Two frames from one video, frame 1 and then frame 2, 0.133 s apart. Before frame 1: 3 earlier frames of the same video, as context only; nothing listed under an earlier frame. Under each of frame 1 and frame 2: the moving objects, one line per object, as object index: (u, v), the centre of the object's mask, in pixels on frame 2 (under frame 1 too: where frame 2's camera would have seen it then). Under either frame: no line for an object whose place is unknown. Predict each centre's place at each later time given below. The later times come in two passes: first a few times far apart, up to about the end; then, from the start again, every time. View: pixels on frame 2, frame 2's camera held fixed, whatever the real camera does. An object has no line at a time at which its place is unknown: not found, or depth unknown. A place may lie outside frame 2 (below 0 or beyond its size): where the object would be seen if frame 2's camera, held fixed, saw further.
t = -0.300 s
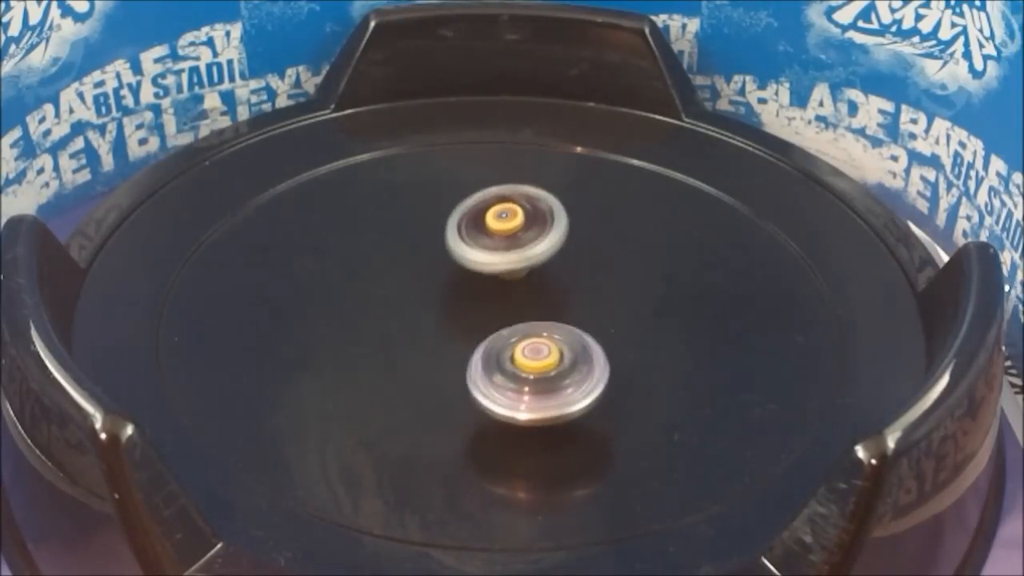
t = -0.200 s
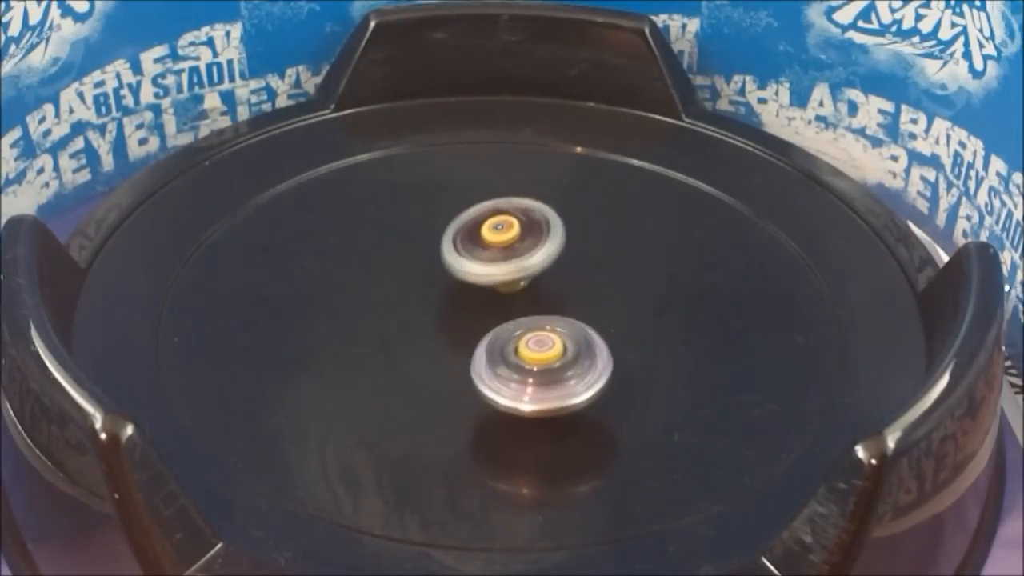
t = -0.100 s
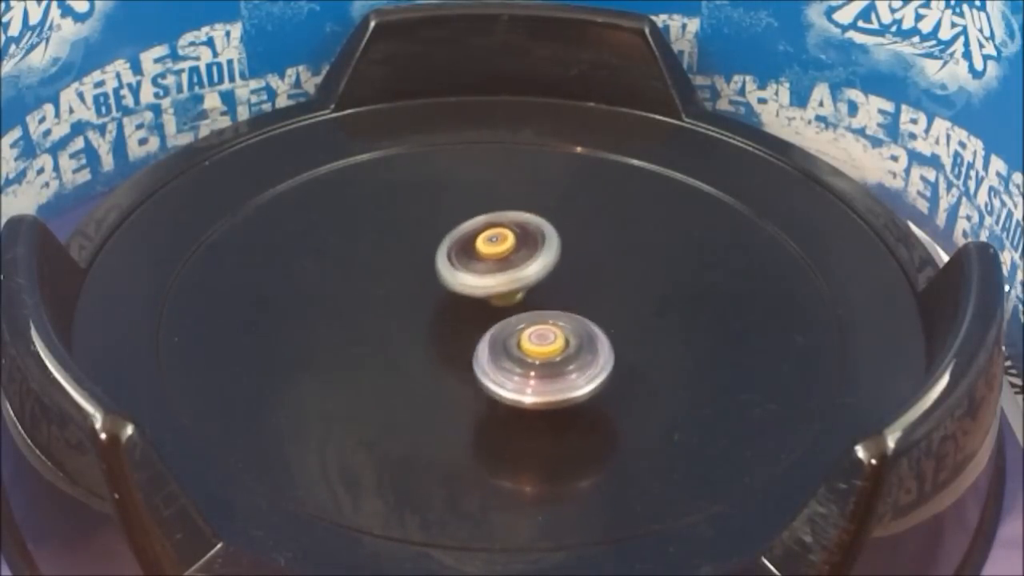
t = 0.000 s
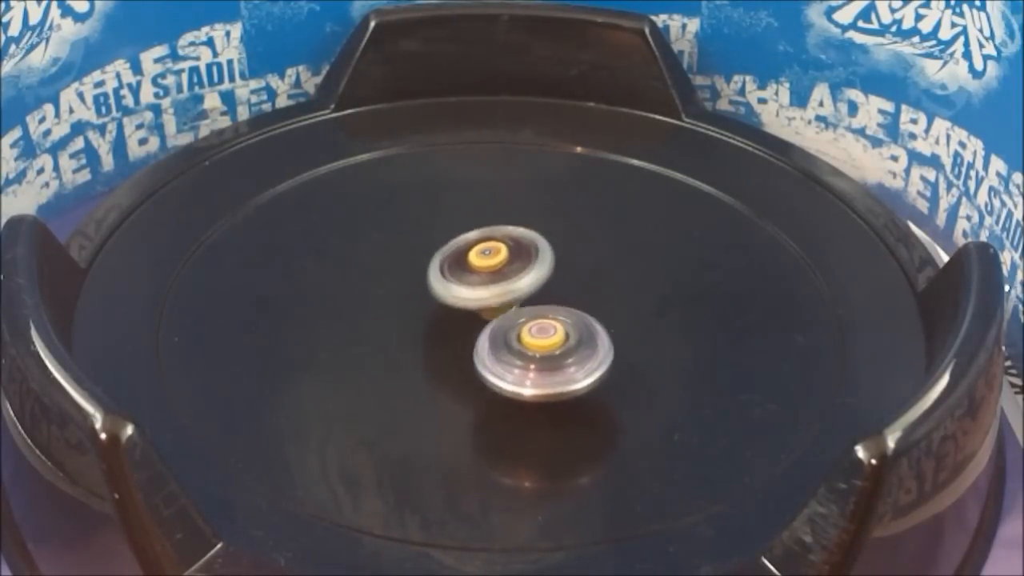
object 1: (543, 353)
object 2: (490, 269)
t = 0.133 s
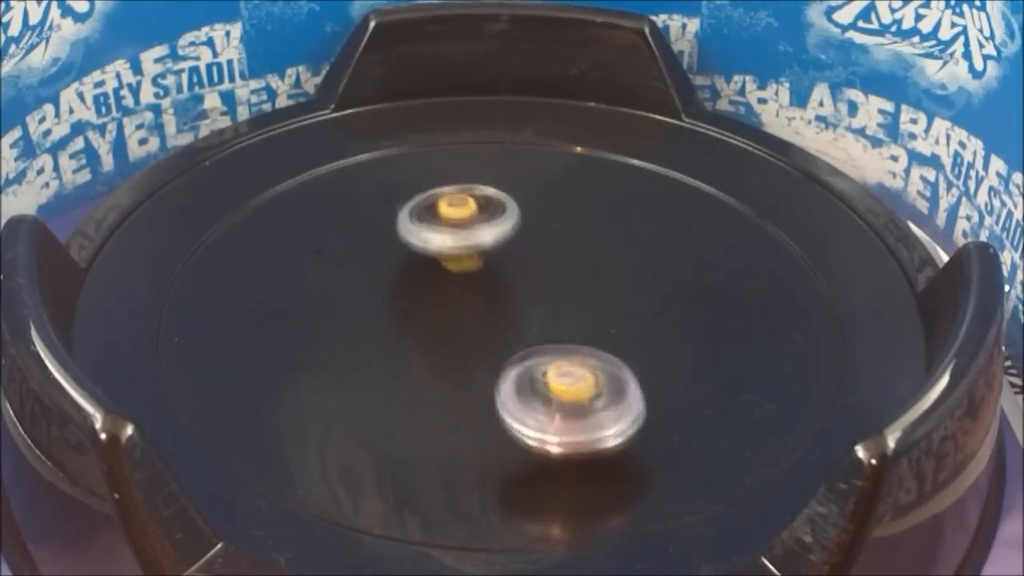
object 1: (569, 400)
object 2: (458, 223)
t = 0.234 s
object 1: (583, 428)
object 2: (443, 205)
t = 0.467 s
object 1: (558, 380)
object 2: (436, 227)
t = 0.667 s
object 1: (522, 327)
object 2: (418, 245)
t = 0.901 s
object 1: (505, 315)
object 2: (398, 252)
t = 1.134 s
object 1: (506, 318)
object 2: (387, 249)
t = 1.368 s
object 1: (505, 309)
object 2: (389, 252)
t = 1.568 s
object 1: (521, 308)
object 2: (399, 256)
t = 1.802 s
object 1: (544, 310)
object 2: (411, 265)
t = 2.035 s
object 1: (551, 312)
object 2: (427, 282)
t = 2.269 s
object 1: (613, 338)
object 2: (398, 271)
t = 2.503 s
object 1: (593, 336)
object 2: (399, 285)
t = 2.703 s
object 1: (561, 333)
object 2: (403, 295)
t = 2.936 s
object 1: (551, 330)
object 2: (398, 300)
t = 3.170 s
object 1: (540, 325)
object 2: (400, 304)
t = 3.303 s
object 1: (546, 319)
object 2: (397, 304)
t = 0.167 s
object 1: (578, 415)
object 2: (450, 213)
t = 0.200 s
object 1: (582, 424)
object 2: (445, 206)
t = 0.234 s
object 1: (583, 428)
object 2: (443, 205)
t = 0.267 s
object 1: (581, 427)
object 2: (443, 208)
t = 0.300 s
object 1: (579, 423)
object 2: (443, 211)
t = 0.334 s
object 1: (576, 417)
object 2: (443, 214)
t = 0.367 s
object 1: (573, 409)
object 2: (443, 217)
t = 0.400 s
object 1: (568, 400)
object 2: (441, 220)
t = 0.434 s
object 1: (564, 390)
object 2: (438, 223)
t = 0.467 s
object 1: (558, 380)
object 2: (436, 227)
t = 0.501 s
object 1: (552, 369)
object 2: (433, 230)
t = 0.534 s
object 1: (545, 358)
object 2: (430, 233)
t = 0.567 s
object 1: (539, 349)
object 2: (426, 237)
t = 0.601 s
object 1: (533, 340)
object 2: (424, 240)
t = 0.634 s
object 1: (527, 333)
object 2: (421, 243)
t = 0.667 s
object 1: (522, 327)
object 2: (418, 245)
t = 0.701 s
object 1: (517, 322)
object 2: (415, 247)
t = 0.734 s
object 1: (513, 319)
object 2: (412, 249)
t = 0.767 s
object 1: (510, 317)
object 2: (410, 251)
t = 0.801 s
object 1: (508, 315)
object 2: (407, 252)
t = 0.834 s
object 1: (505, 314)
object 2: (404, 254)
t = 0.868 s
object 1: (504, 313)
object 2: (403, 255)
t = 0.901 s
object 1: (505, 315)
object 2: (398, 252)
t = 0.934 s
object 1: (508, 319)
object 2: (393, 249)
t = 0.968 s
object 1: (509, 321)
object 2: (392, 247)
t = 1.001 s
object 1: (509, 323)
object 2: (391, 247)
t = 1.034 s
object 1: (509, 322)
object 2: (390, 248)
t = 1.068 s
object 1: (508, 321)
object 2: (389, 248)
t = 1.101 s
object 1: (507, 319)
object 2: (388, 248)
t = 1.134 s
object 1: (506, 318)
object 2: (387, 249)
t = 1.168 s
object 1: (505, 316)
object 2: (387, 249)
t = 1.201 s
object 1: (504, 314)
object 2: (387, 250)
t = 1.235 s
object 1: (503, 312)
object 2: (387, 251)
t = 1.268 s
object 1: (502, 311)
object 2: (388, 251)
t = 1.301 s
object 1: (502, 309)
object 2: (388, 252)
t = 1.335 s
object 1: (503, 309)
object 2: (389, 252)
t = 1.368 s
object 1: (505, 309)
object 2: (389, 252)
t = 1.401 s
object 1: (507, 308)
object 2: (391, 253)
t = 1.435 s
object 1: (512, 309)
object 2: (392, 253)
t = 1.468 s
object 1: (515, 309)
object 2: (394, 254)
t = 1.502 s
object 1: (517, 308)
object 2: (396, 255)
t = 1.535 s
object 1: (518, 308)
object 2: (398, 256)
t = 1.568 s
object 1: (521, 308)
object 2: (399, 256)
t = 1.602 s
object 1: (527, 309)
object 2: (400, 256)
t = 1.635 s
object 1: (531, 309)
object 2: (402, 258)
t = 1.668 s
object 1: (533, 309)
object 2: (405, 260)
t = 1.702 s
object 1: (534, 309)
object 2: (408, 262)
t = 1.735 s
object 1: (535, 308)
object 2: (410, 263)
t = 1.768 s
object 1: (537, 308)
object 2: (413, 265)
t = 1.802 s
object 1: (544, 310)
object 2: (411, 265)
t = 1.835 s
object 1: (548, 311)
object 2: (412, 267)
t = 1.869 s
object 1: (550, 311)
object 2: (415, 269)
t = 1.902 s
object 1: (551, 312)
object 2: (417, 272)
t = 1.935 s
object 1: (551, 312)
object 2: (420, 274)
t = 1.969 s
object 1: (551, 312)
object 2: (422, 277)
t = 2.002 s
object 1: (551, 312)
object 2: (424, 279)
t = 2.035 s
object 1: (551, 312)
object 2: (427, 282)
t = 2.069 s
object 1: (553, 313)
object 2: (428, 283)
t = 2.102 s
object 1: (558, 314)
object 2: (426, 283)
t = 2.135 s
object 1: (572, 320)
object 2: (413, 278)
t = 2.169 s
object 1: (587, 327)
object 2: (403, 275)
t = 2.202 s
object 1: (600, 332)
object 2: (399, 271)
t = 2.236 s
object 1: (609, 335)
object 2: (398, 270)
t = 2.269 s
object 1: (613, 338)
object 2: (398, 271)
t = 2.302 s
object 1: (614, 339)
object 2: (398, 273)
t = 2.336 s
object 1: (613, 339)
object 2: (398, 275)
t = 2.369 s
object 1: (611, 339)
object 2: (398, 277)
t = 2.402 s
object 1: (607, 338)
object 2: (399, 279)
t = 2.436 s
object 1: (603, 338)
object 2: (399, 281)
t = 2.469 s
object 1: (598, 337)
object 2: (399, 283)
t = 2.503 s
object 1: (593, 336)
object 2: (399, 285)
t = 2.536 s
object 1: (587, 336)
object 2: (399, 287)
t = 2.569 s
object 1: (581, 335)
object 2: (400, 289)
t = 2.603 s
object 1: (575, 335)
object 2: (400, 290)
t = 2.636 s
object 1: (570, 334)
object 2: (401, 292)
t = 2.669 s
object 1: (565, 334)
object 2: (402, 294)
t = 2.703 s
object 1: (561, 333)
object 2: (403, 295)
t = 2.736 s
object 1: (557, 333)
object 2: (404, 297)
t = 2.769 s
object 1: (553, 332)
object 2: (405, 298)
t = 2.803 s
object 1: (549, 331)
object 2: (407, 300)
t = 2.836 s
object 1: (545, 330)
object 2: (408, 301)
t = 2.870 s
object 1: (542, 330)
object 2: (409, 303)
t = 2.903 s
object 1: (544, 329)
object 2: (407, 303)
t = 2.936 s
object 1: (551, 330)
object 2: (398, 300)
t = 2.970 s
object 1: (554, 332)
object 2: (397, 300)
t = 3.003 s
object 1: (552, 332)
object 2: (398, 301)
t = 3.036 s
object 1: (550, 331)
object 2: (399, 302)
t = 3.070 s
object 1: (546, 329)
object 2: (400, 303)
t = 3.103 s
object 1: (543, 328)
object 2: (400, 303)
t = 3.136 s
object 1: (540, 326)
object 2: (401, 304)
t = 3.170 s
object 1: (540, 325)
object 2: (400, 304)
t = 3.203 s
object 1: (541, 324)
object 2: (400, 304)
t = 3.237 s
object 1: (540, 322)
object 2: (402, 305)
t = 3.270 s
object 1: (540, 320)
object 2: (403, 305)
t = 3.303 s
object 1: (546, 319)
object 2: (397, 304)
